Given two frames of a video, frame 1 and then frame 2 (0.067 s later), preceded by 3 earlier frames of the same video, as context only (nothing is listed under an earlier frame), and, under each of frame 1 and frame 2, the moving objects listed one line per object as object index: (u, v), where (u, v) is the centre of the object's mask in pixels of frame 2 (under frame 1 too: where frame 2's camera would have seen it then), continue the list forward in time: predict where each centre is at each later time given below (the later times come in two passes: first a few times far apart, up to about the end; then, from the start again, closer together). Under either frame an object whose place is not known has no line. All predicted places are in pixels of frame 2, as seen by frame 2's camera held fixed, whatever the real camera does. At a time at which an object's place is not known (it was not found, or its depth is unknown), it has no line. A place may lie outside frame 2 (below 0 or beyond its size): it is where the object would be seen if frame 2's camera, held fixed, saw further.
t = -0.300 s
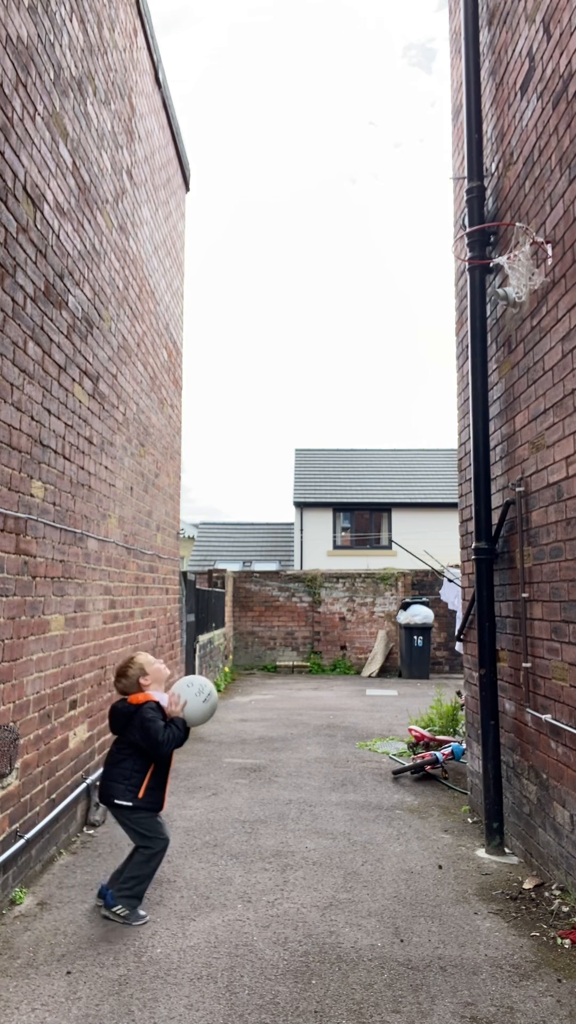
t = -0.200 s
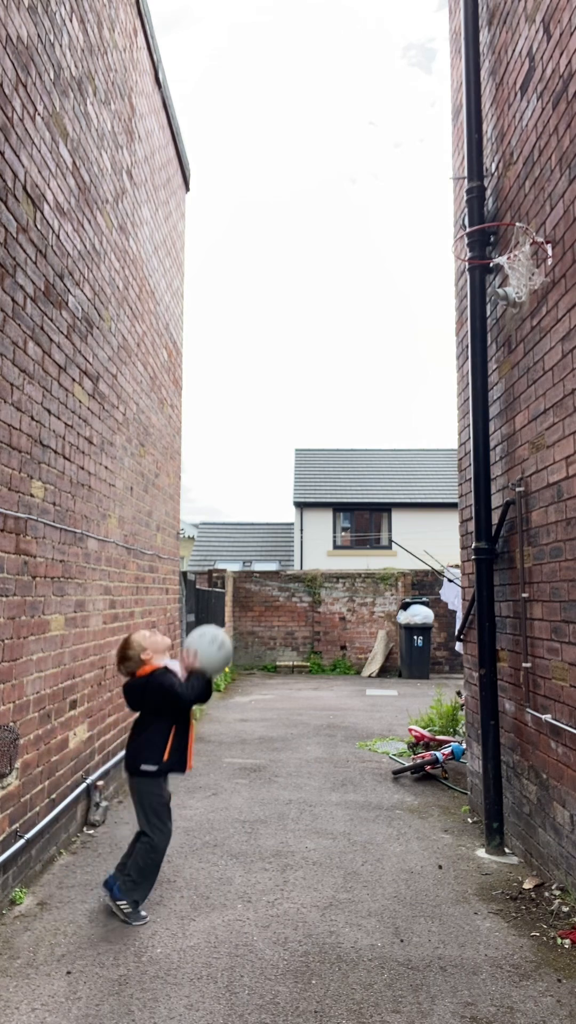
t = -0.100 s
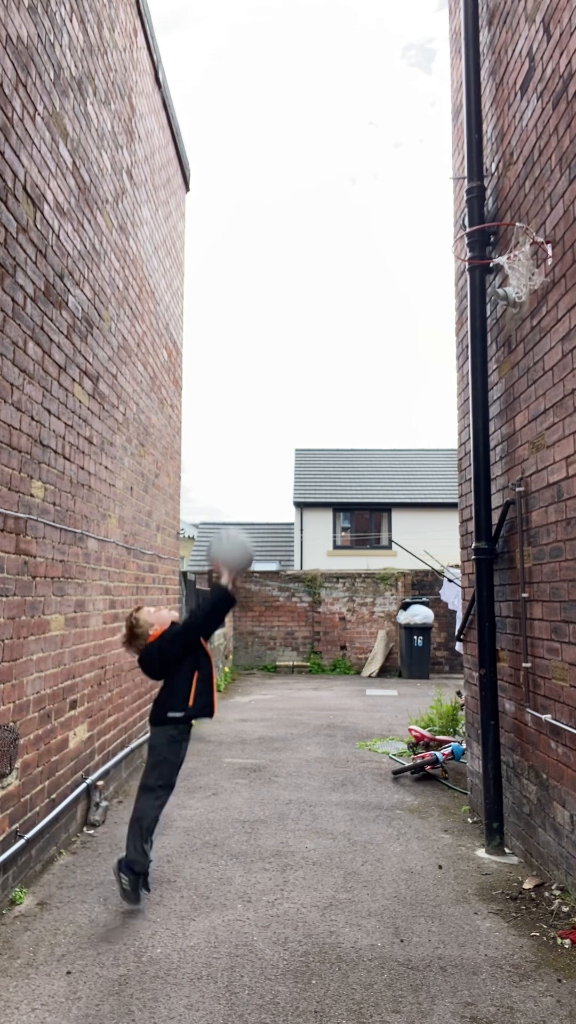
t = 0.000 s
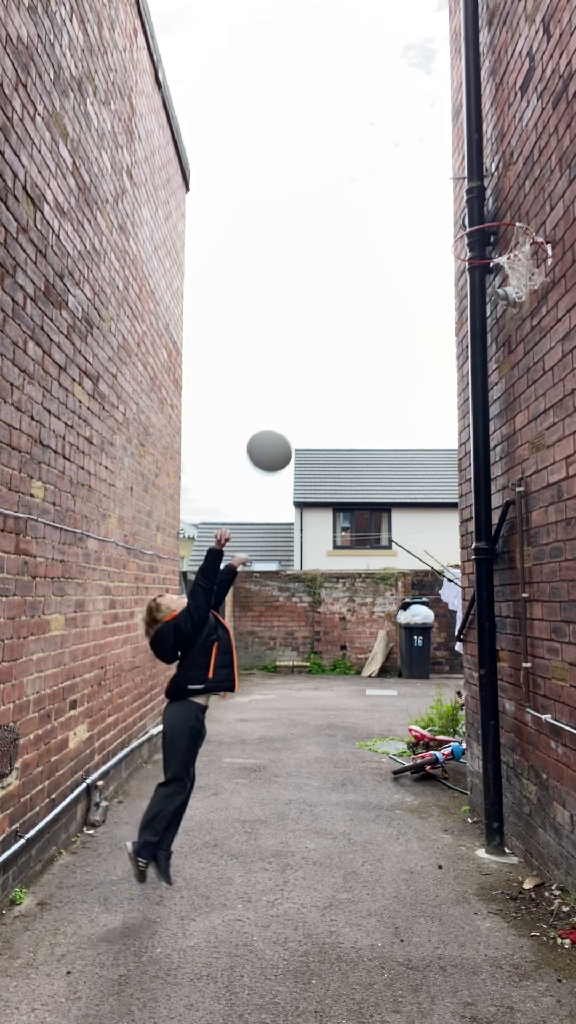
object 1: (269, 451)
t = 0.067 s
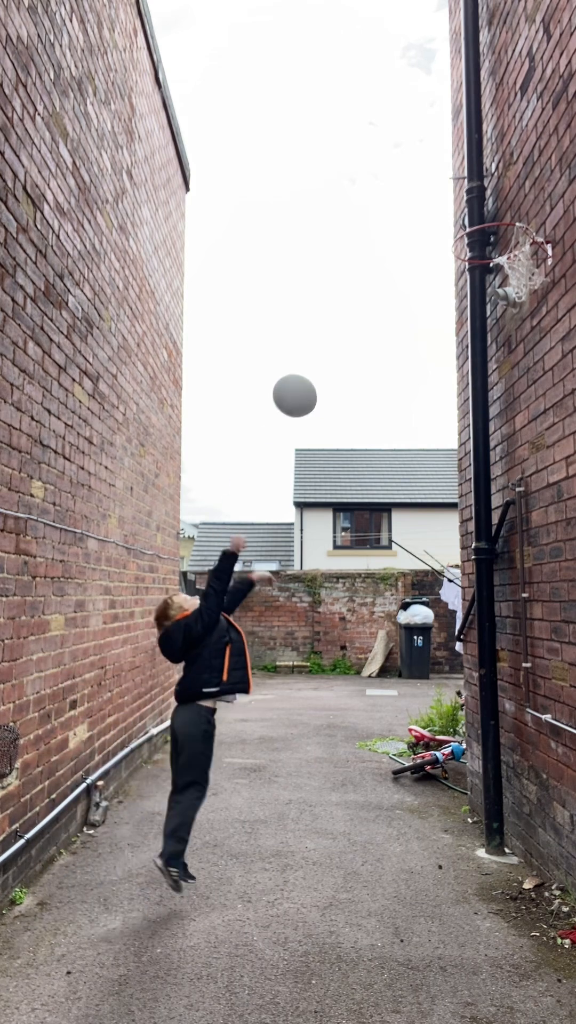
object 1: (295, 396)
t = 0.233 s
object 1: (356, 301)
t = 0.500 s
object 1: (435, 278)
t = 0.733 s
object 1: (439, 424)
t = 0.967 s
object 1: (446, 675)
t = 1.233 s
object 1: (433, 726)
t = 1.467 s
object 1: (409, 574)
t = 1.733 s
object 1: (386, 536)
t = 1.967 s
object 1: (370, 605)
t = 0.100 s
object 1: (307, 372)
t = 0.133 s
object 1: (320, 351)
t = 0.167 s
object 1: (332, 332)
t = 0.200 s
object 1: (344, 315)
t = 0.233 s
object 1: (356, 301)
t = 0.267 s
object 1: (368, 289)
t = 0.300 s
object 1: (380, 279)
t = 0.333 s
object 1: (392, 272)
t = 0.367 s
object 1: (404, 266)
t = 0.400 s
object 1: (416, 263)
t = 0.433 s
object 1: (428, 262)
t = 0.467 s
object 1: (435, 266)
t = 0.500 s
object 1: (435, 278)
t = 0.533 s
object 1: (435, 293)
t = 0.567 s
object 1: (436, 309)
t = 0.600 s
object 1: (436, 328)
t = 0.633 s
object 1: (437, 348)
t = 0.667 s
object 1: (437, 371)
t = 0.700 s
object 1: (438, 397)
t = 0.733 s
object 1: (439, 424)
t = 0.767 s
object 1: (439, 453)
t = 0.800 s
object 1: (440, 485)
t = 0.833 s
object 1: (441, 517)
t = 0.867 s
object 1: (441, 555)
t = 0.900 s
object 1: (442, 592)
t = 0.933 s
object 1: (444, 634)
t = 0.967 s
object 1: (446, 675)
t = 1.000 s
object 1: (448, 721)
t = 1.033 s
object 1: (449, 770)
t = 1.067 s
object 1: (451, 821)
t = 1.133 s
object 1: (447, 835)
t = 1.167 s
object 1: (443, 796)
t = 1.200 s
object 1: (438, 760)
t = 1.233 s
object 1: (433, 726)
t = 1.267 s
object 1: (429, 696)
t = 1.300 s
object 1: (425, 668)
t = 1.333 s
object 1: (422, 645)
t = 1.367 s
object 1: (418, 622)
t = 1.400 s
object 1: (415, 604)
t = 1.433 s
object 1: (412, 587)
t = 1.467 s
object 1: (409, 574)
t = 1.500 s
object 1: (406, 561)
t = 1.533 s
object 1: (403, 551)
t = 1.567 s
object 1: (400, 543)
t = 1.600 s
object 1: (397, 538)
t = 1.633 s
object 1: (394, 534)
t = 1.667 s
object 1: (391, 533)
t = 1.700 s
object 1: (389, 533)
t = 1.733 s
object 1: (386, 536)
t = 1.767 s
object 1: (384, 540)
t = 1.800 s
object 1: (381, 547)
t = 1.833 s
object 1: (378, 555)
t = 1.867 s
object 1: (377, 565)
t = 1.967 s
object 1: (370, 605)
